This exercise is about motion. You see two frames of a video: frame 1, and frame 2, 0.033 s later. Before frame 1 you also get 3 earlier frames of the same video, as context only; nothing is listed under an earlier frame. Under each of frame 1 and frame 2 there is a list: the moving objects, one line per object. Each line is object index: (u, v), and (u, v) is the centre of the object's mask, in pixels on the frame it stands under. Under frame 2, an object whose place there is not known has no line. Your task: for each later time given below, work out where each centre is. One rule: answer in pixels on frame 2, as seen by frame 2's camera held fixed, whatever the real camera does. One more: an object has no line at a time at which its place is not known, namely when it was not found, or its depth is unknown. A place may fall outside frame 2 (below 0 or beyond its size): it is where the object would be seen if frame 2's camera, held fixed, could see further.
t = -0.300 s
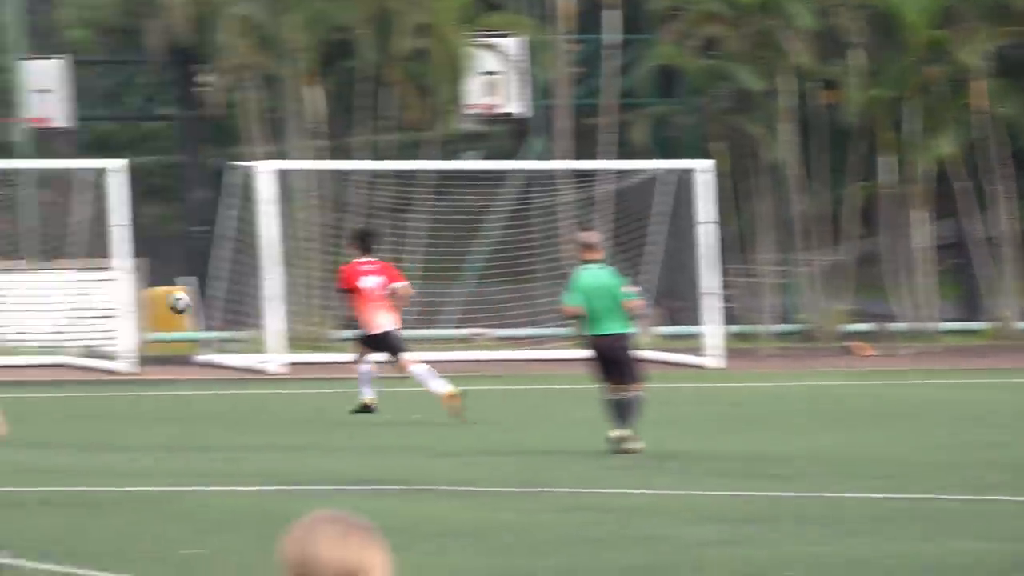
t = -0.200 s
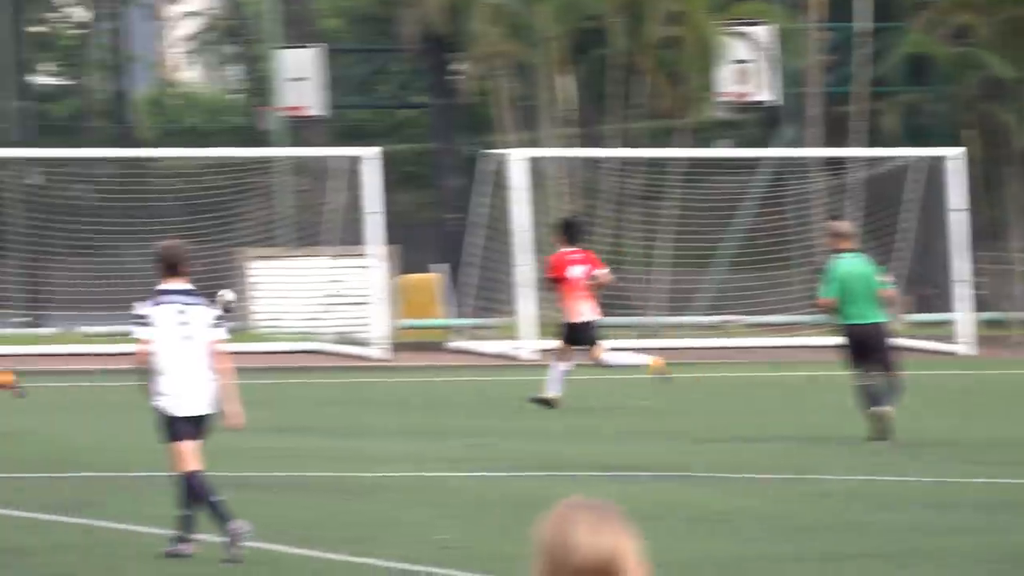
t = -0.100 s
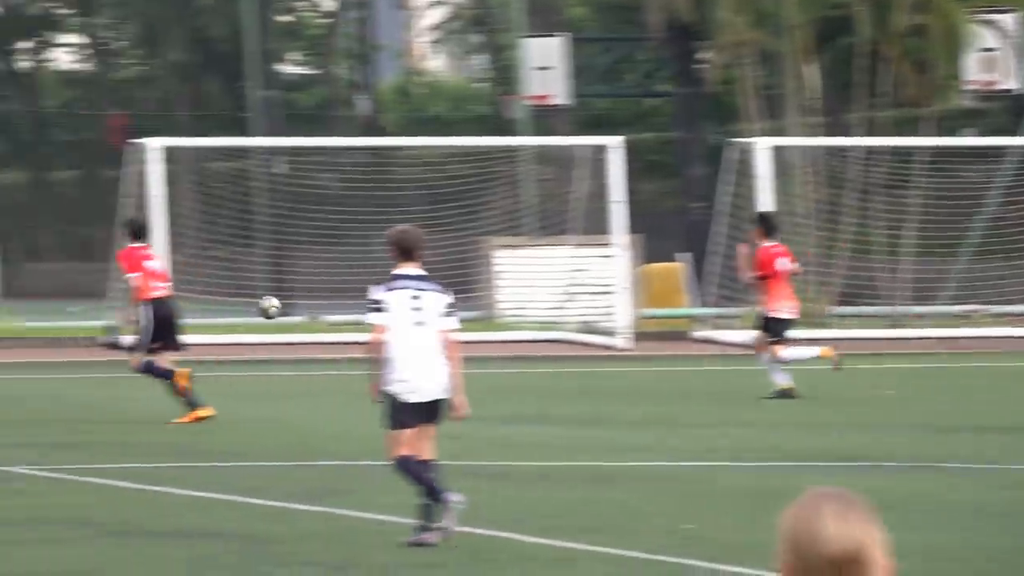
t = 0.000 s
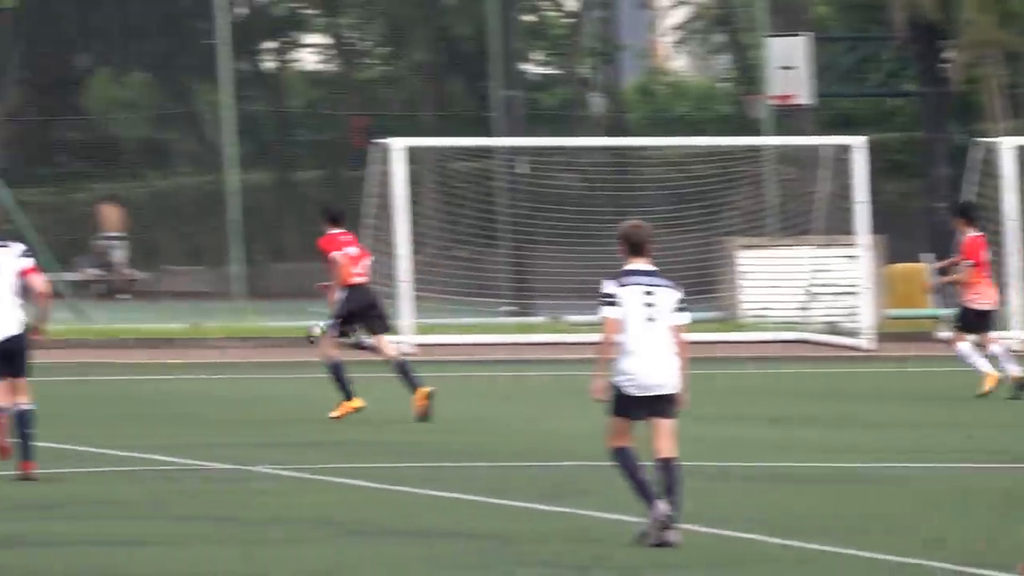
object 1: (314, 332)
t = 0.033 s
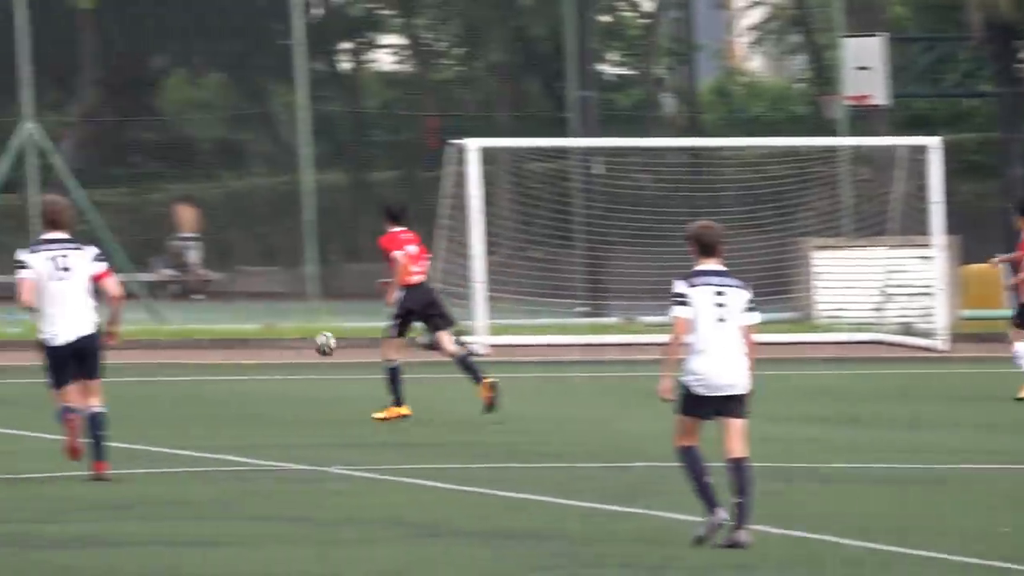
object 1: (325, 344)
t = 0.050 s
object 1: (292, 349)
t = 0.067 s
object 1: (259, 355)
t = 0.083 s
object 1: (227, 362)
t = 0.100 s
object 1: (194, 369)
